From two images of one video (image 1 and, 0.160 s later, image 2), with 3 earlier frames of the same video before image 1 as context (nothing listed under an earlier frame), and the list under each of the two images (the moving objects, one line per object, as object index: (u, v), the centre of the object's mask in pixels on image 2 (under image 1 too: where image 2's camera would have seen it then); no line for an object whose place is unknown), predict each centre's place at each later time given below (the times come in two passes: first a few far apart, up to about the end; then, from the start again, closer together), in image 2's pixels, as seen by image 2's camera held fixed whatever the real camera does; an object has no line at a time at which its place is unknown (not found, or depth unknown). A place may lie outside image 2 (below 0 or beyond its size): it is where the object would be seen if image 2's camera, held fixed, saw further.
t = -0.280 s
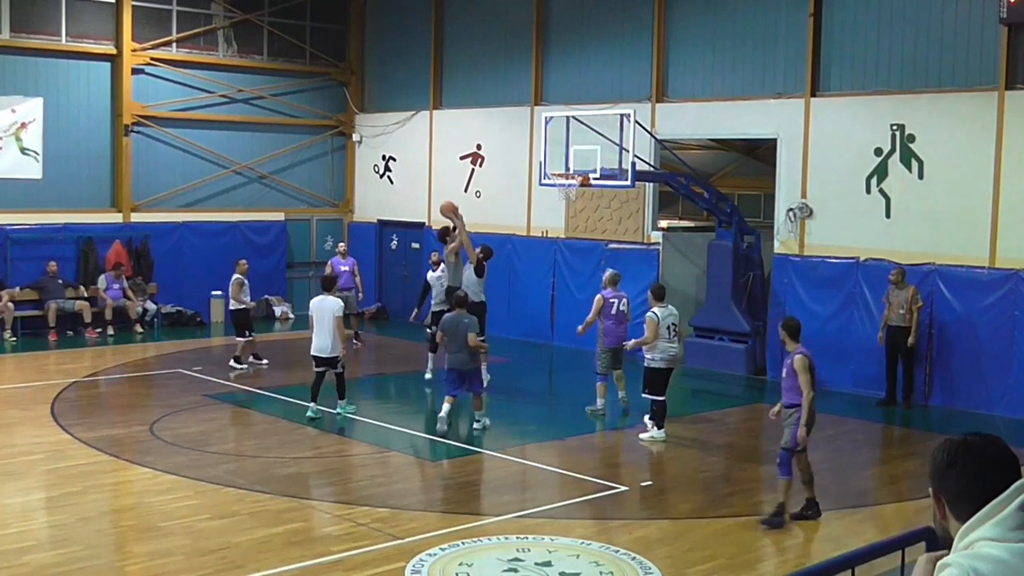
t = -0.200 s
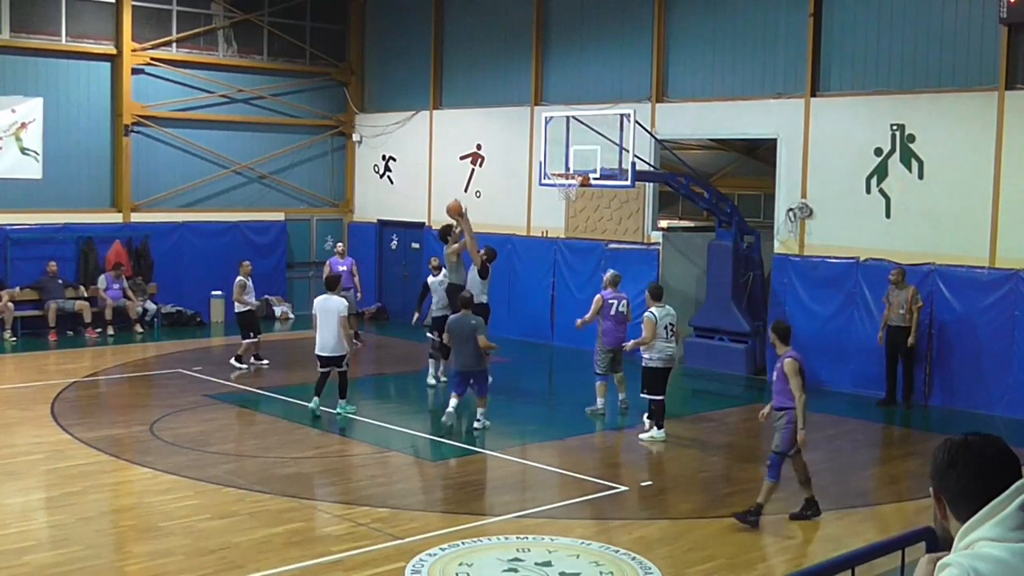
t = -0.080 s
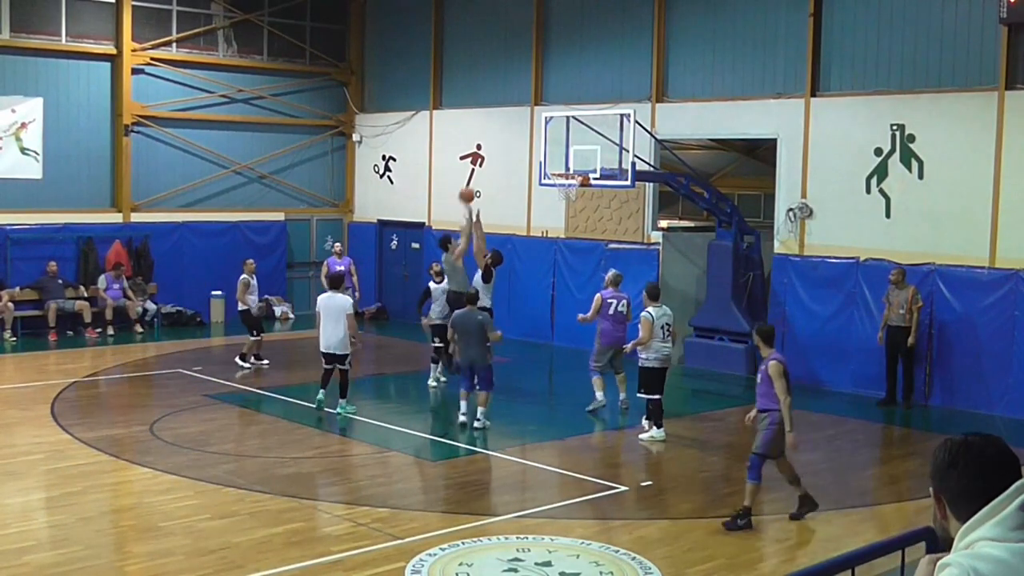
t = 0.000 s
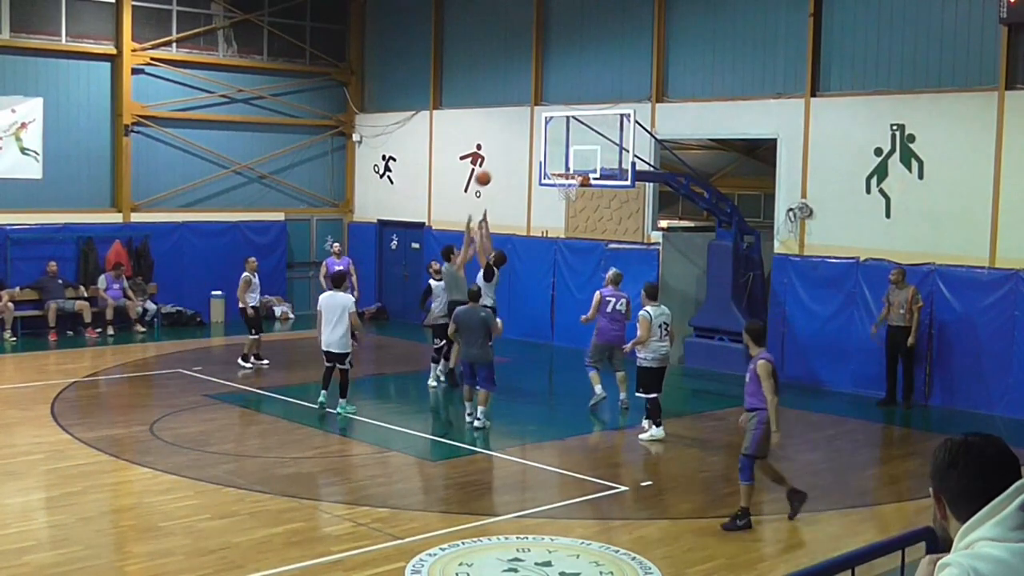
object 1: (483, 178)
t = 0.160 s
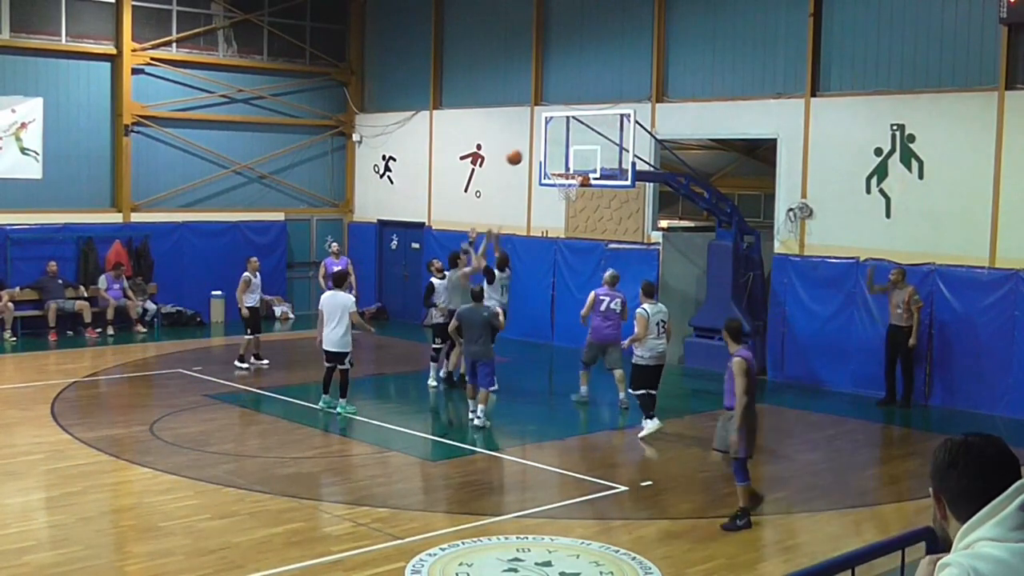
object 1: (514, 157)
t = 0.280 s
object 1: (537, 153)
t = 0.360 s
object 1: (552, 155)
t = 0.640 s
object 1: (554, 161)
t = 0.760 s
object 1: (536, 166)
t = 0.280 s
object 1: (537, 153)
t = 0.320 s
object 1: (545, 154)
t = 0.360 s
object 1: (552, 155)
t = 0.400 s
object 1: (560, 159)
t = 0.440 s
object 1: (567, 163)
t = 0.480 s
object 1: (573, 166)
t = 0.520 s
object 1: (571, 166)
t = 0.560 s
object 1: (566, 164)
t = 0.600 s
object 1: (560, 162)
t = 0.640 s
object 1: (554, 161)
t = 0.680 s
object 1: (548, 162)
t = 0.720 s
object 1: (543, 163)
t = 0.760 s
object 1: (536, 166)
